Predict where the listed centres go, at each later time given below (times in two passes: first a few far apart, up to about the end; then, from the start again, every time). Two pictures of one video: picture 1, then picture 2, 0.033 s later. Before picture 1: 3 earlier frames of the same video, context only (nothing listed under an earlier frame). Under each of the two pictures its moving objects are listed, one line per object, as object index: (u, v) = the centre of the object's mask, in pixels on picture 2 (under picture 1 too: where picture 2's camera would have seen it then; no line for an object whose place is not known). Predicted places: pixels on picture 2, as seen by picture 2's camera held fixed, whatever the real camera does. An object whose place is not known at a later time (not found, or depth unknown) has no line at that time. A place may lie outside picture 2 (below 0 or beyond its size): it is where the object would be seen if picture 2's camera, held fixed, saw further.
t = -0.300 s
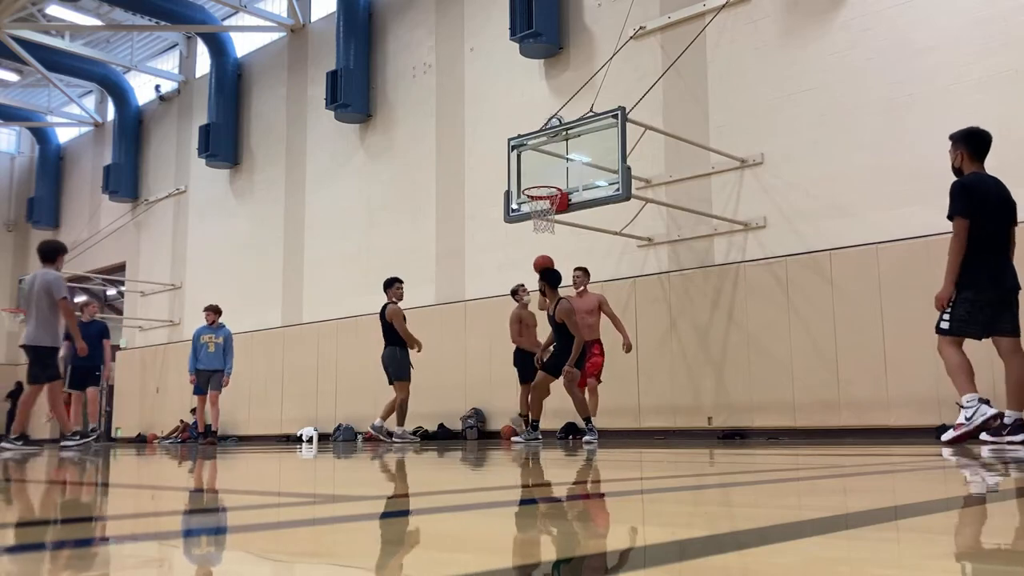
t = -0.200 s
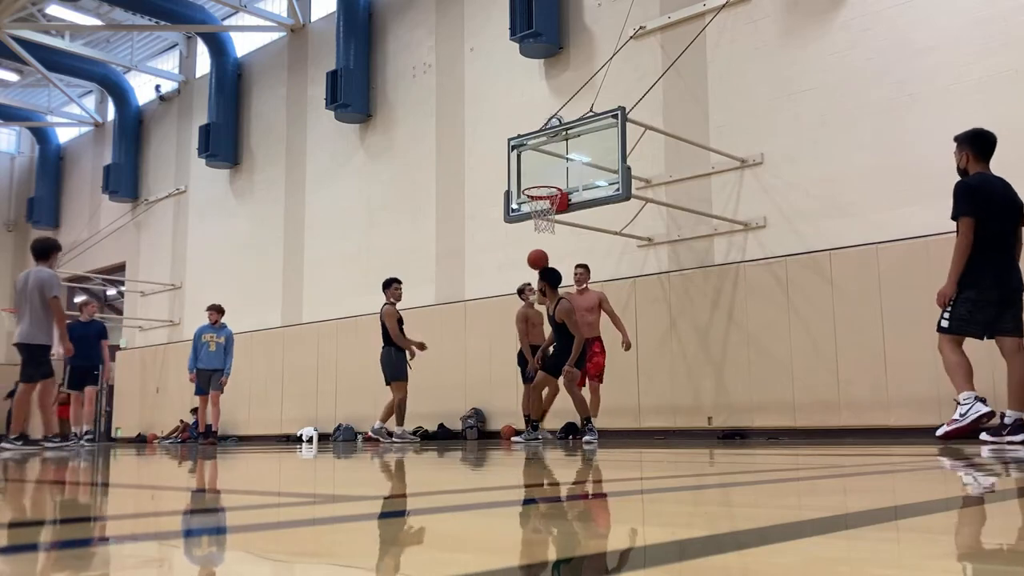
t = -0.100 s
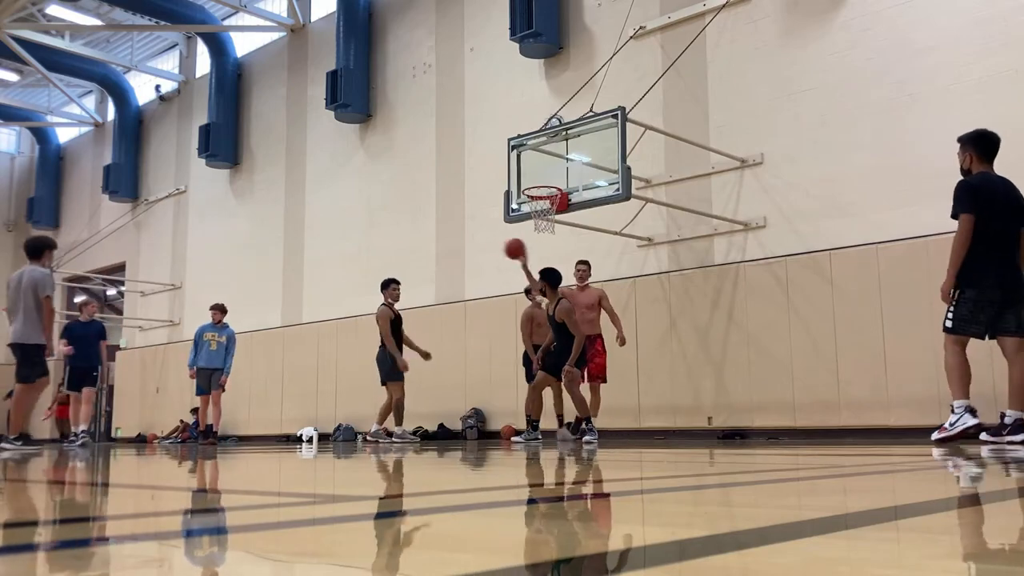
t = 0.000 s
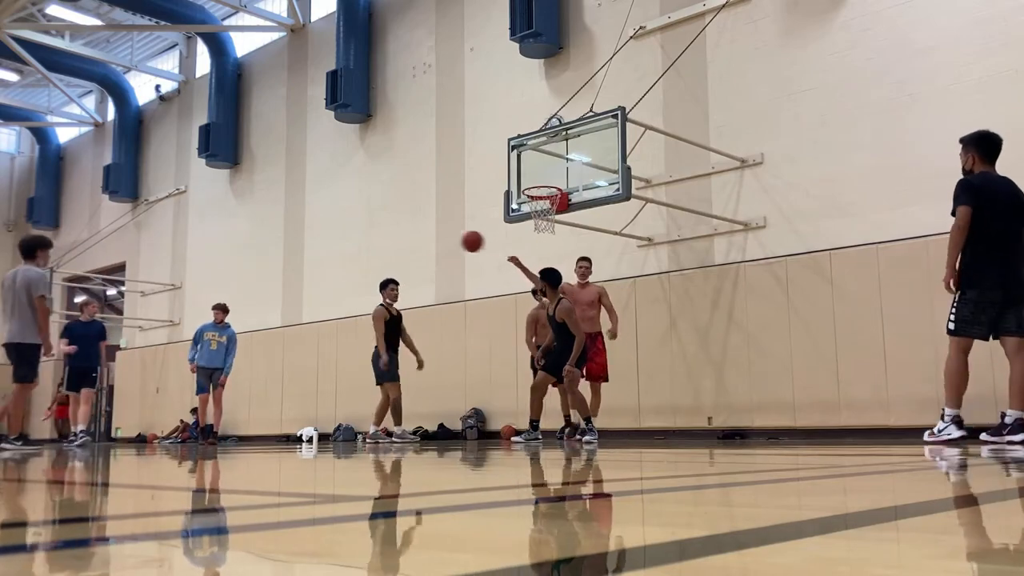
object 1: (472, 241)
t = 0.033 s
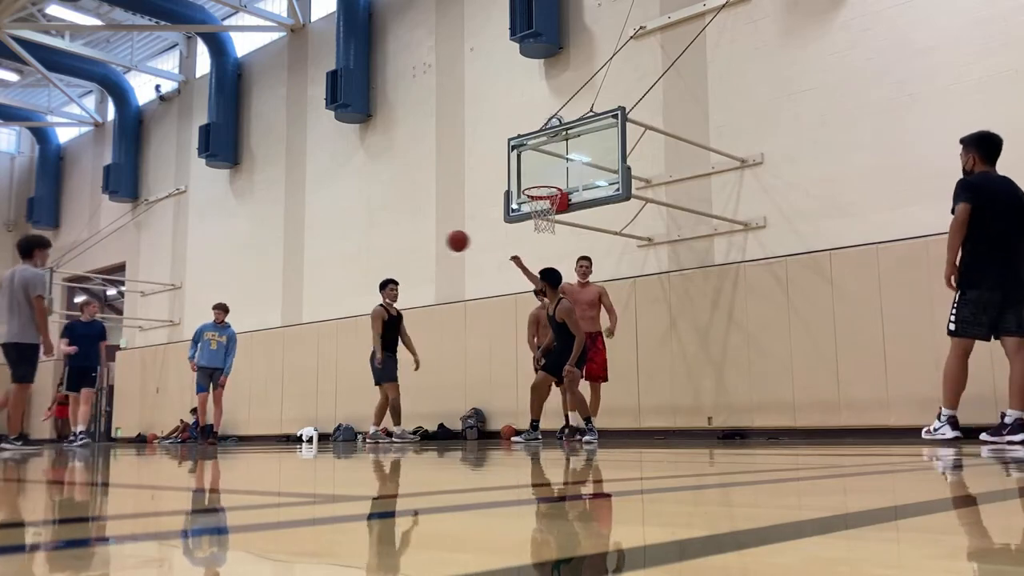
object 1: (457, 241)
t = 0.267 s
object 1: (350, 266)
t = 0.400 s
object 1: (284, 305)
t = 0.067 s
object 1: (443, 241)
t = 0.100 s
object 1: (428, 242)
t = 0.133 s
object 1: (413, 244)
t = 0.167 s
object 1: (398, 248)
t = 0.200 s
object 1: (382, 253)
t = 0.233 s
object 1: (366, 259)
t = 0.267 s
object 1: (350, 266)
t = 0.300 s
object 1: (334, 274)
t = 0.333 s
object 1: (318, 283)
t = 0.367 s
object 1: (301, 293)
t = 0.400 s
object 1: (284, 305)
